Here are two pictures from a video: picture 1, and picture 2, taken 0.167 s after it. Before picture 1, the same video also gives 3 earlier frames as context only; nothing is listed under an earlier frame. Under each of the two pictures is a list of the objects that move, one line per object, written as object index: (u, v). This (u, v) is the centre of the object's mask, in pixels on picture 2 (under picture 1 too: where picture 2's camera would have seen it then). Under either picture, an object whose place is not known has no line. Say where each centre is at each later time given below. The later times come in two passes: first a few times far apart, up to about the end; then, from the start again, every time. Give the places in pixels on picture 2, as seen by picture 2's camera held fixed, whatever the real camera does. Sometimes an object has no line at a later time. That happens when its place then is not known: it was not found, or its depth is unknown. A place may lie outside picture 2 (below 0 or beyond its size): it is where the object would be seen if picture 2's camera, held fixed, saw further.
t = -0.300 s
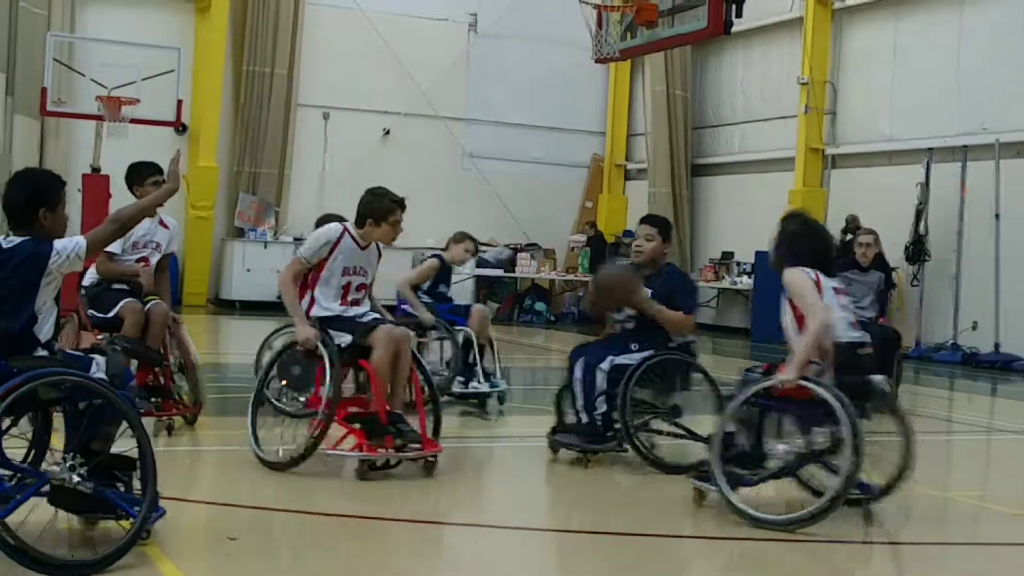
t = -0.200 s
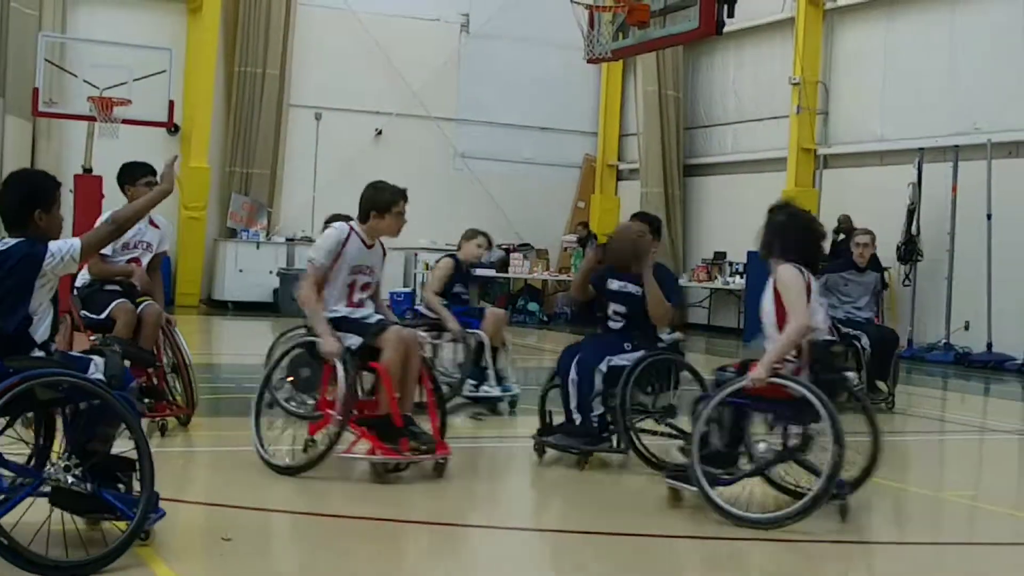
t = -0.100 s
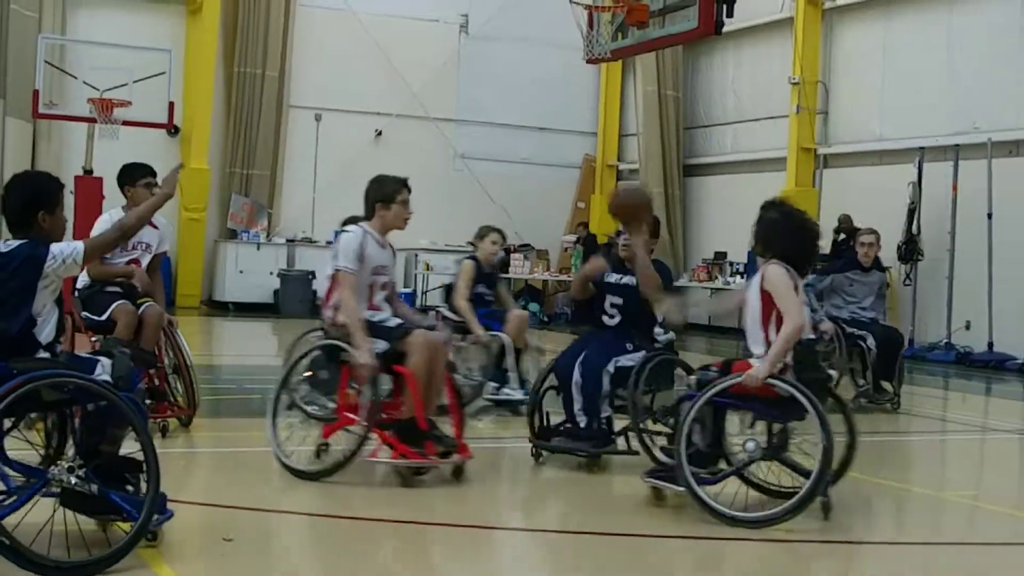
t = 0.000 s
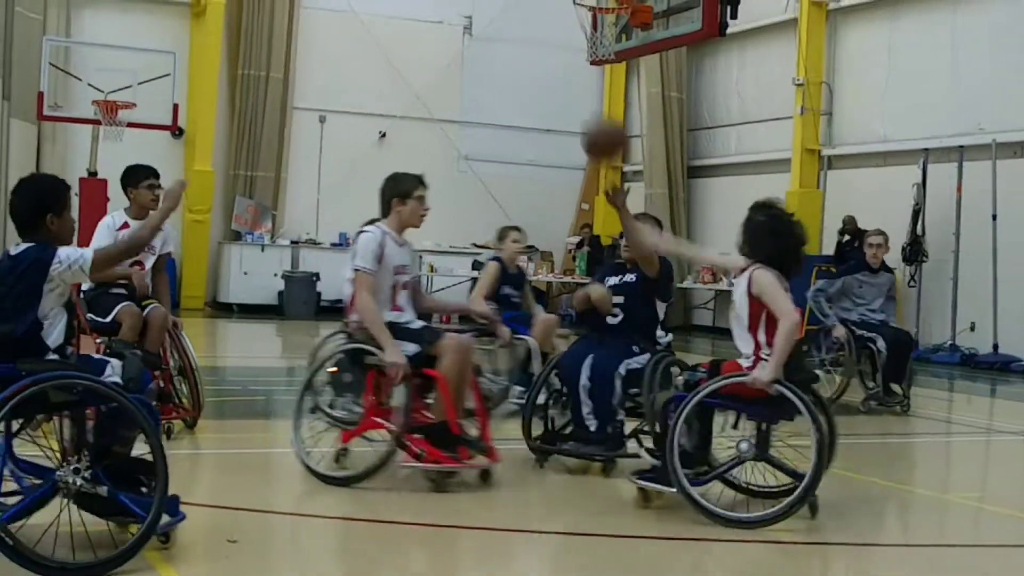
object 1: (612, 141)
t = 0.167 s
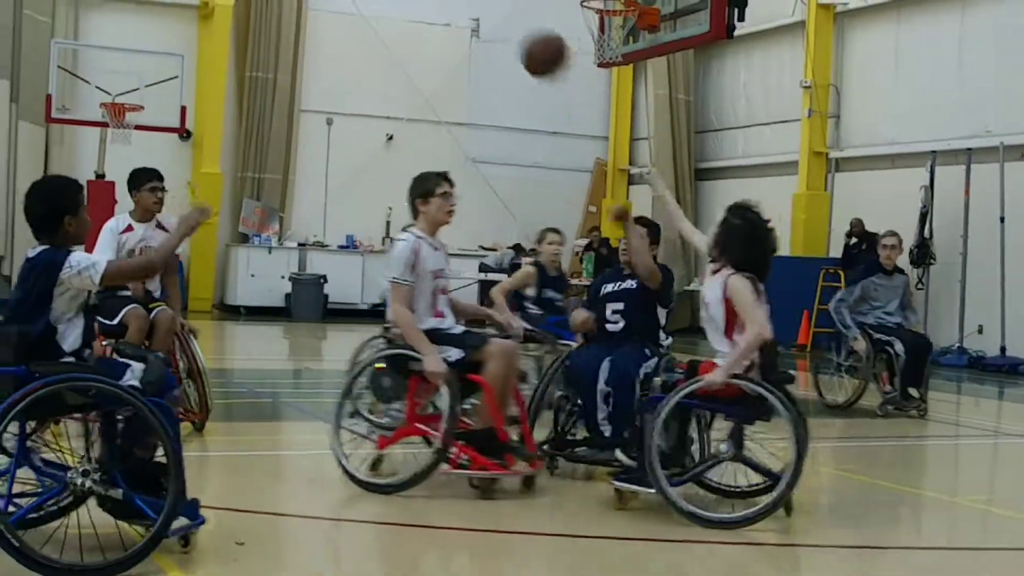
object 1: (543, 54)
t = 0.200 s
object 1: (530, 42)
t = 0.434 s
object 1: (416, 26)
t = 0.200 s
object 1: (530, 42)
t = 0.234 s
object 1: (515, 33)
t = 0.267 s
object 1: (498, 26)
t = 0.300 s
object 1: (483, 22)
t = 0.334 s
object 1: (467, 20)
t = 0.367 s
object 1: (450, 20)
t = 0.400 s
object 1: (433, 22)
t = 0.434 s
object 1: (416, 26)
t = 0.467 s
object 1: (397, 34)
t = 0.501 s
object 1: (380, 44)
